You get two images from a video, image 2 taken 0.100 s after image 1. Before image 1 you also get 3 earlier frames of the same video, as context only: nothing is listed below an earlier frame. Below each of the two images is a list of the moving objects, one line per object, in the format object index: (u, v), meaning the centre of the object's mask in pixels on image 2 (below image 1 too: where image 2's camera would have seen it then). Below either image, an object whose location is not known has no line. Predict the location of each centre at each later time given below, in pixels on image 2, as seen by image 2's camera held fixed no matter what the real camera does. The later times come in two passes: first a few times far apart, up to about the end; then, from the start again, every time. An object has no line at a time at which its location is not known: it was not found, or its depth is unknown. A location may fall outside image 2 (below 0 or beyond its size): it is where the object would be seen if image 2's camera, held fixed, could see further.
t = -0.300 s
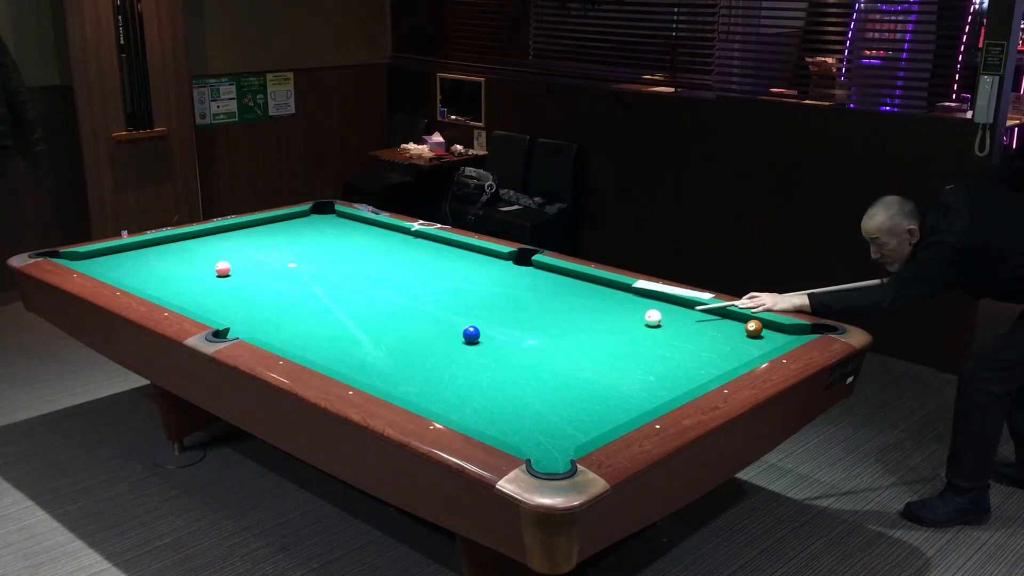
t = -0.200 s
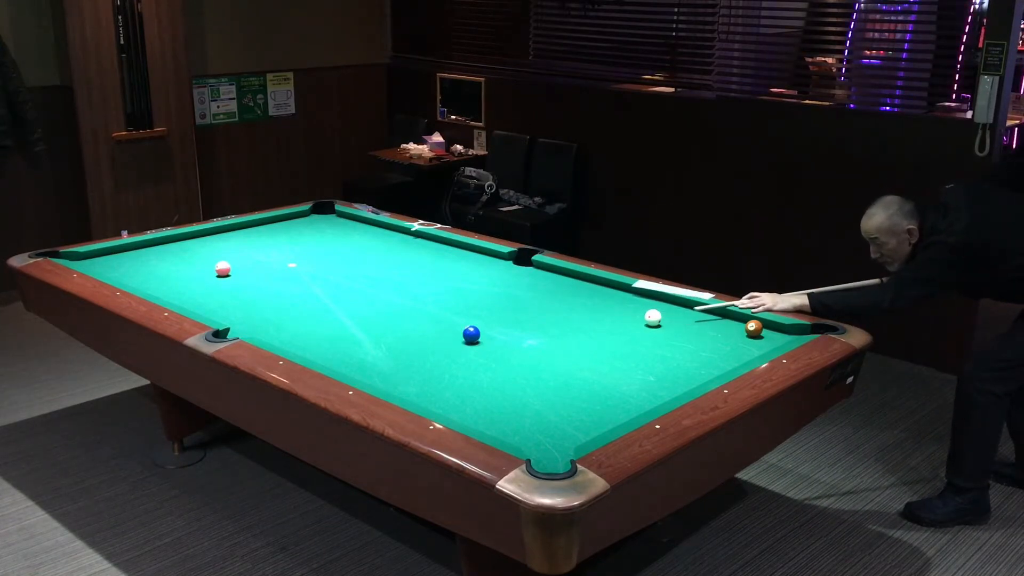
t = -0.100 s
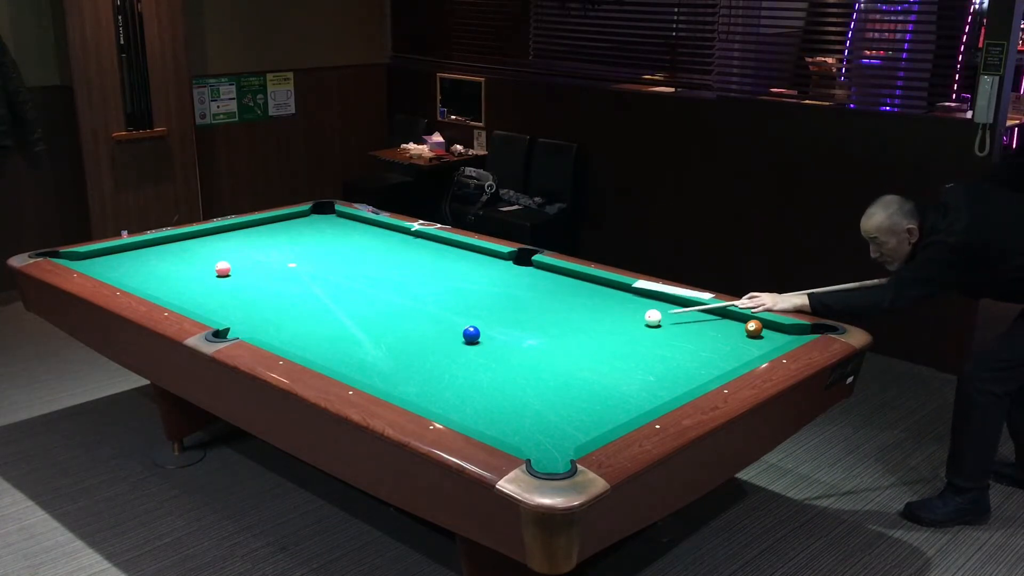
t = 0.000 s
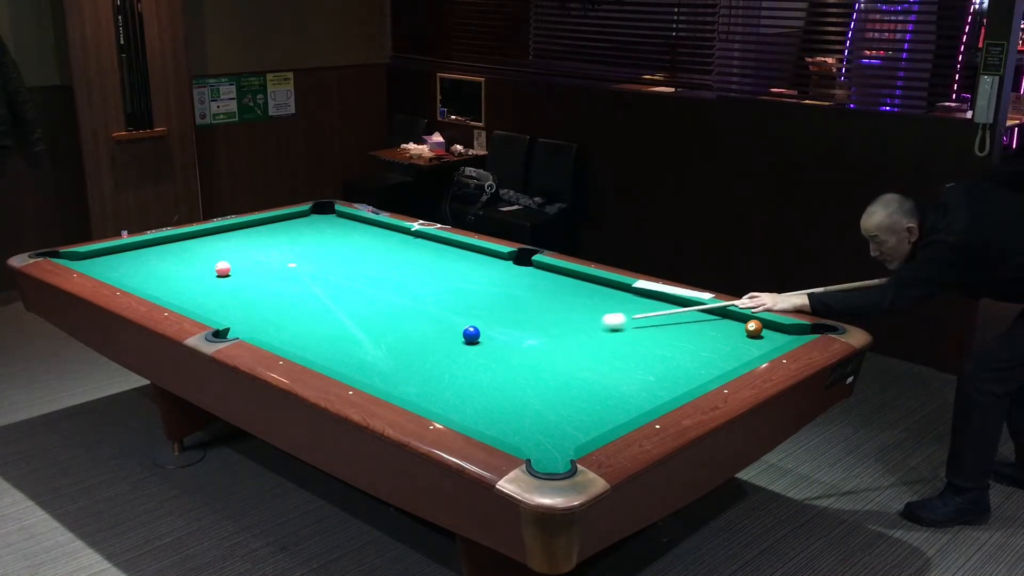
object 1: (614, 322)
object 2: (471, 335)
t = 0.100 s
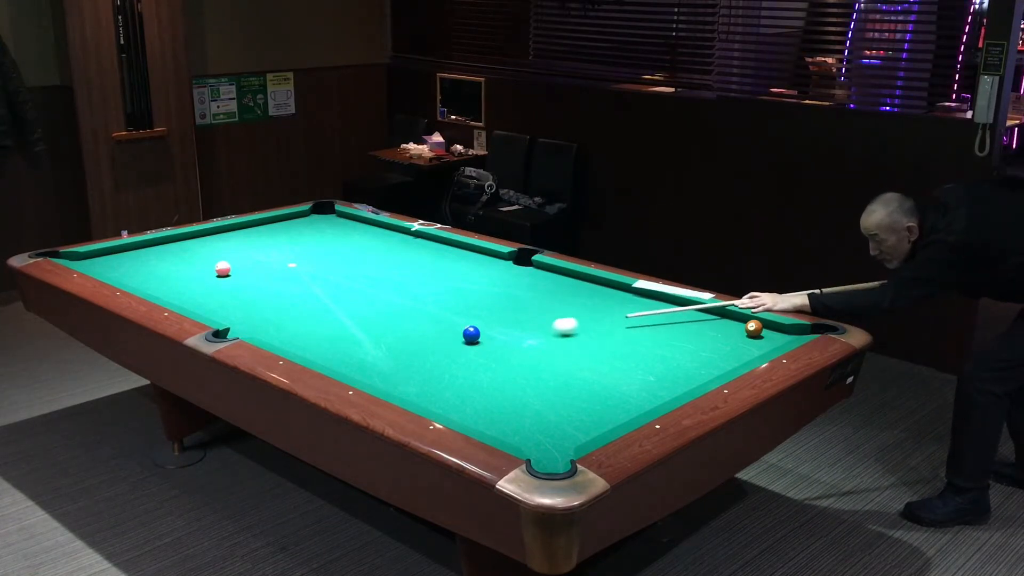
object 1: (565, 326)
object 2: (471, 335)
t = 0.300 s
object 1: (488, 337)
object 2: (449, 335)
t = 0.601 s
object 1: (455, 354)
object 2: (341, 334)
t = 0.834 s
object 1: (423, 368)
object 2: (268, 334)
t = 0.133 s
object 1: (549, 328)
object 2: (471, 335)
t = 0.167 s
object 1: (532, 330)
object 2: (471, 335)
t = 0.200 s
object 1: (516, 331)
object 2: (471, 335)
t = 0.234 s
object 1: (499, 334)
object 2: (471, 335)
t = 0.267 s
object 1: (489, 335)
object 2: (464, 335)
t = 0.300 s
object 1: (488, 337)
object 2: (449, 335)
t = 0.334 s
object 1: (486, 339)
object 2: (434, 335)
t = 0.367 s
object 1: (484, 341)
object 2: (420, 334)
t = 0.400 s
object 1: (481, 343)
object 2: (407, 334)
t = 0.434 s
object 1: (477, 345)
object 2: (395, 335)
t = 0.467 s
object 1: (472, 347)
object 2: (383, 334)
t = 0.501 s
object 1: (468, 349)
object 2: (373, 335)
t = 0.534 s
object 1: (464, 351)
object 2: (362, 334)
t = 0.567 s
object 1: (459, 352)
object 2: (351, 334)
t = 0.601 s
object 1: (455, 354)
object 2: (341, 334)
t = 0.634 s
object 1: (451, 356)
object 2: (330, 334)
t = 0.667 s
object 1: (446, 358)
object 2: (319, 334)
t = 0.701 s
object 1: (442, 360)
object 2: (309, 334)
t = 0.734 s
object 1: (437, 362)
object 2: (298, 334)
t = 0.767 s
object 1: (433, 364)
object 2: (288, 334)
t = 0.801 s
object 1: (428, 366)
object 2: (278, 334)
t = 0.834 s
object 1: (423, 368)
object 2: (268, 334)
